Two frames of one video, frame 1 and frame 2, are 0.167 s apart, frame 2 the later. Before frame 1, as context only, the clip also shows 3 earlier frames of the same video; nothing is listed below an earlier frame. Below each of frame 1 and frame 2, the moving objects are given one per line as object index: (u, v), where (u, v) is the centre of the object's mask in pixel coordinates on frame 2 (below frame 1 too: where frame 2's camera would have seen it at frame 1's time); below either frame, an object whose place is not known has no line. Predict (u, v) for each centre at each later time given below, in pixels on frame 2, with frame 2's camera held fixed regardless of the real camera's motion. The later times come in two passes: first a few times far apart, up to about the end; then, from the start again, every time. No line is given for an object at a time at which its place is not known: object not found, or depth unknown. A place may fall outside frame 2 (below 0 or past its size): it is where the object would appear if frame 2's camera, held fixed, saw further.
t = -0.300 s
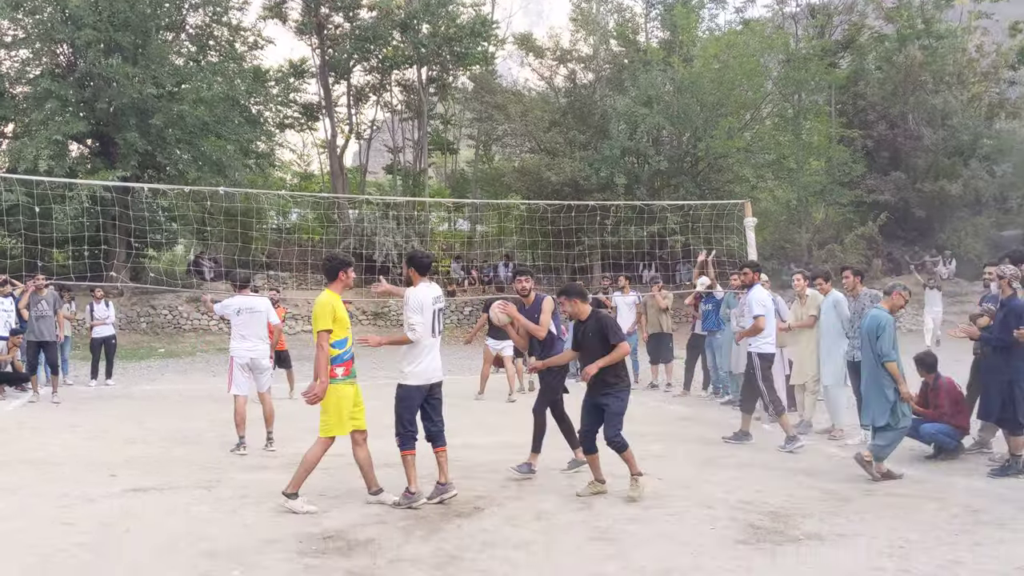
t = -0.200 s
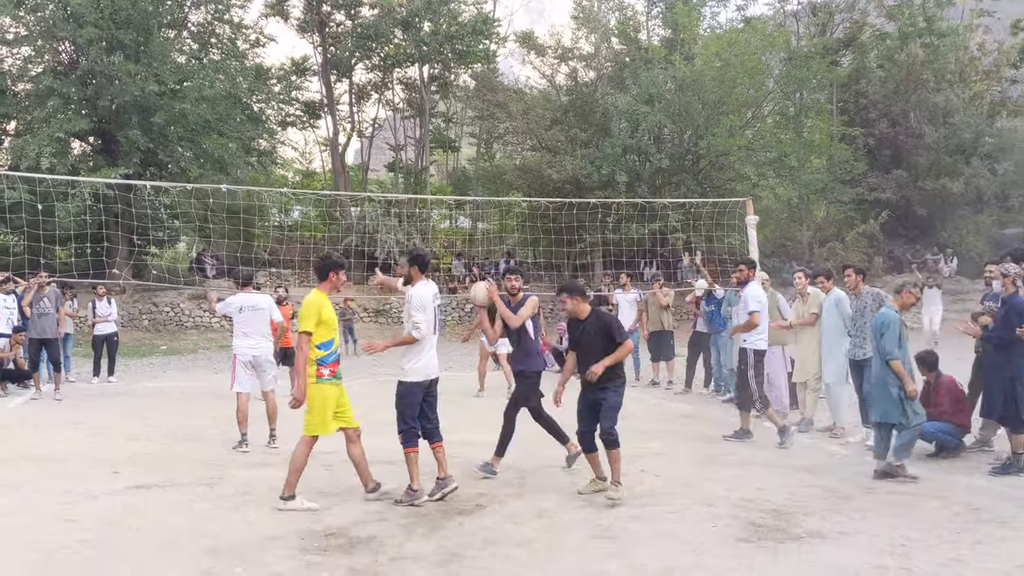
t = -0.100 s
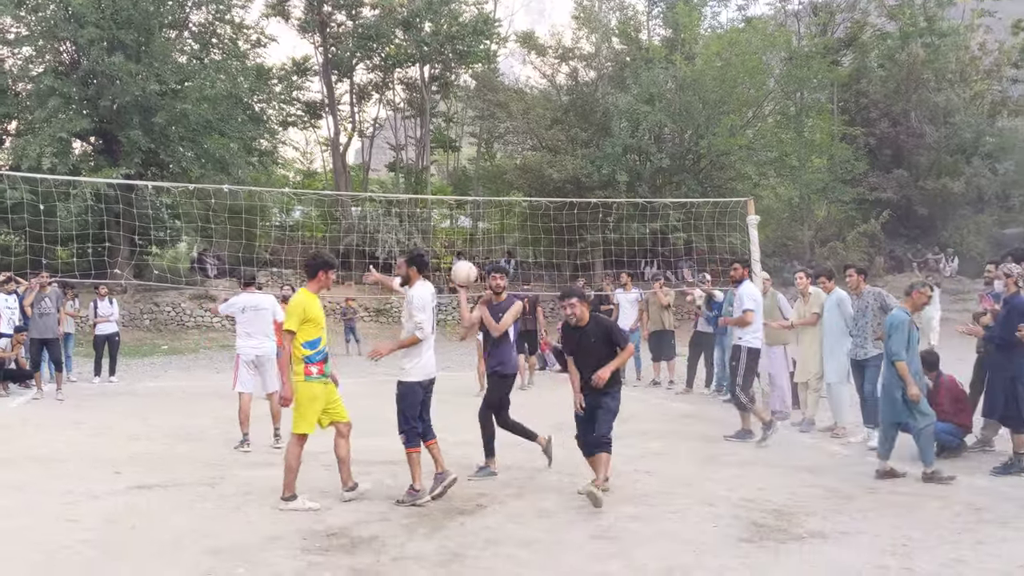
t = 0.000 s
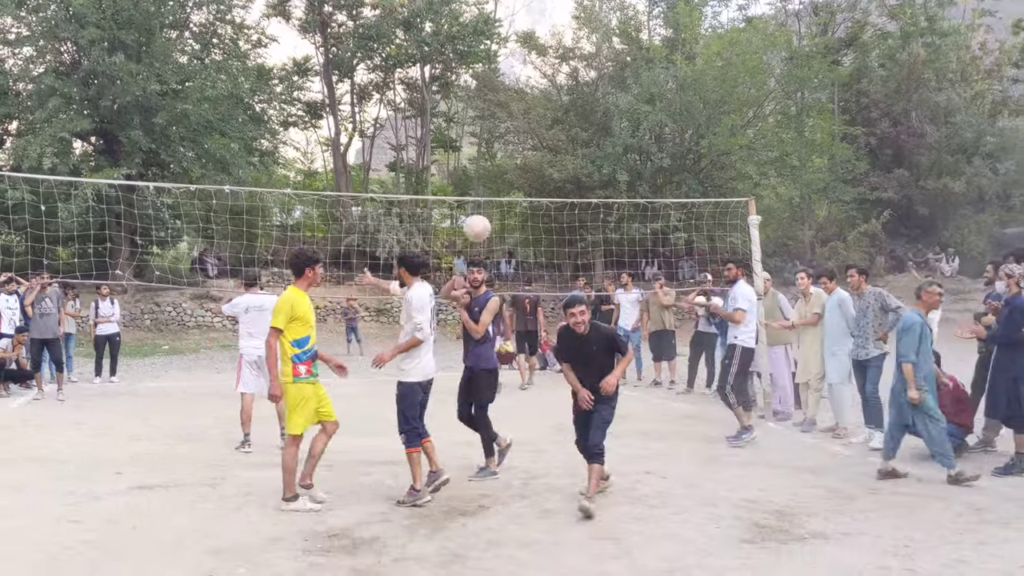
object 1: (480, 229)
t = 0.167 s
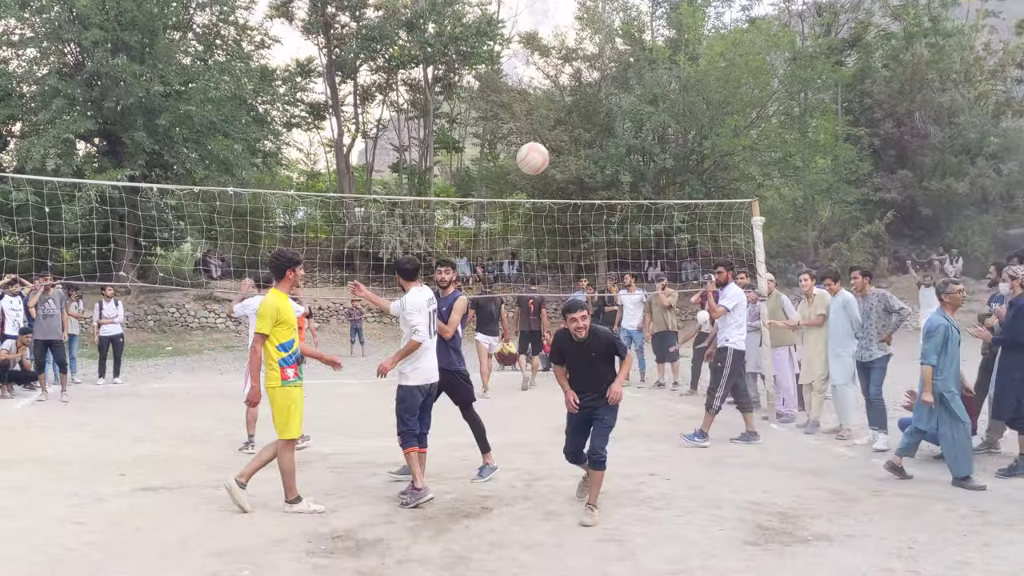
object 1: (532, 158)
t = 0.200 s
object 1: (545, 146)
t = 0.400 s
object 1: (645, 90)
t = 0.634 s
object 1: (863, 111)
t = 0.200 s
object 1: (545, 146)
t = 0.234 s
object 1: (559, 133)
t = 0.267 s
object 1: (573, 122)
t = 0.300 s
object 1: (589, 111)
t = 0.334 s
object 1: (606, 103)
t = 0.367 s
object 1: (624, 96)
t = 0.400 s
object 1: (645, 90)
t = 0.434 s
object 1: (668, 86)
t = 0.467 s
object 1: (692, 82)
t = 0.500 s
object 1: (720, 81)
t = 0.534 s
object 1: (749, 83)
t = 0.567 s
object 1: (782, 87)
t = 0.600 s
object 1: (819, 97)
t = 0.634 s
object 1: (863, 111)
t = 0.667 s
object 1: (913, 132)
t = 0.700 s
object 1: (972, 160)
